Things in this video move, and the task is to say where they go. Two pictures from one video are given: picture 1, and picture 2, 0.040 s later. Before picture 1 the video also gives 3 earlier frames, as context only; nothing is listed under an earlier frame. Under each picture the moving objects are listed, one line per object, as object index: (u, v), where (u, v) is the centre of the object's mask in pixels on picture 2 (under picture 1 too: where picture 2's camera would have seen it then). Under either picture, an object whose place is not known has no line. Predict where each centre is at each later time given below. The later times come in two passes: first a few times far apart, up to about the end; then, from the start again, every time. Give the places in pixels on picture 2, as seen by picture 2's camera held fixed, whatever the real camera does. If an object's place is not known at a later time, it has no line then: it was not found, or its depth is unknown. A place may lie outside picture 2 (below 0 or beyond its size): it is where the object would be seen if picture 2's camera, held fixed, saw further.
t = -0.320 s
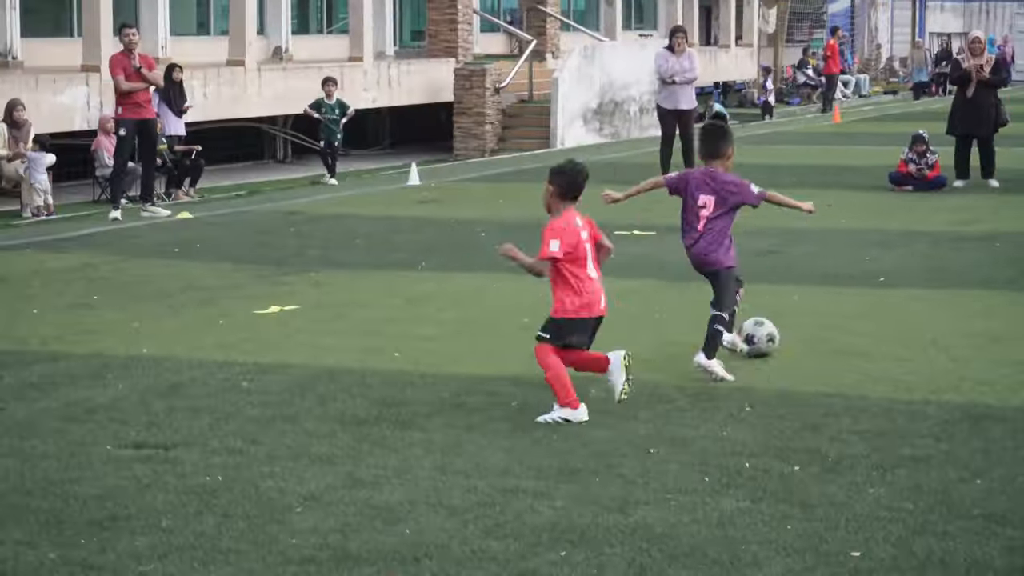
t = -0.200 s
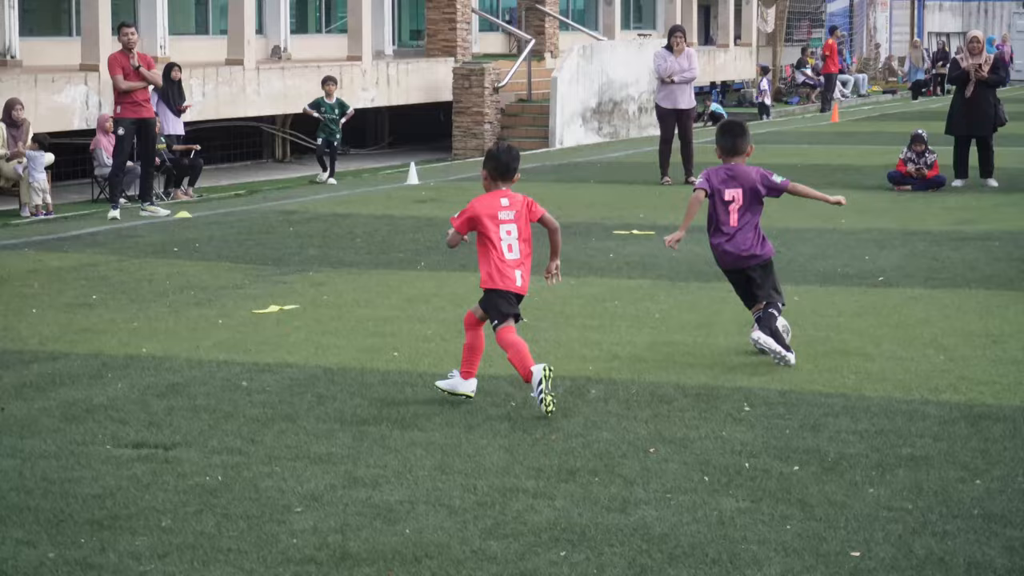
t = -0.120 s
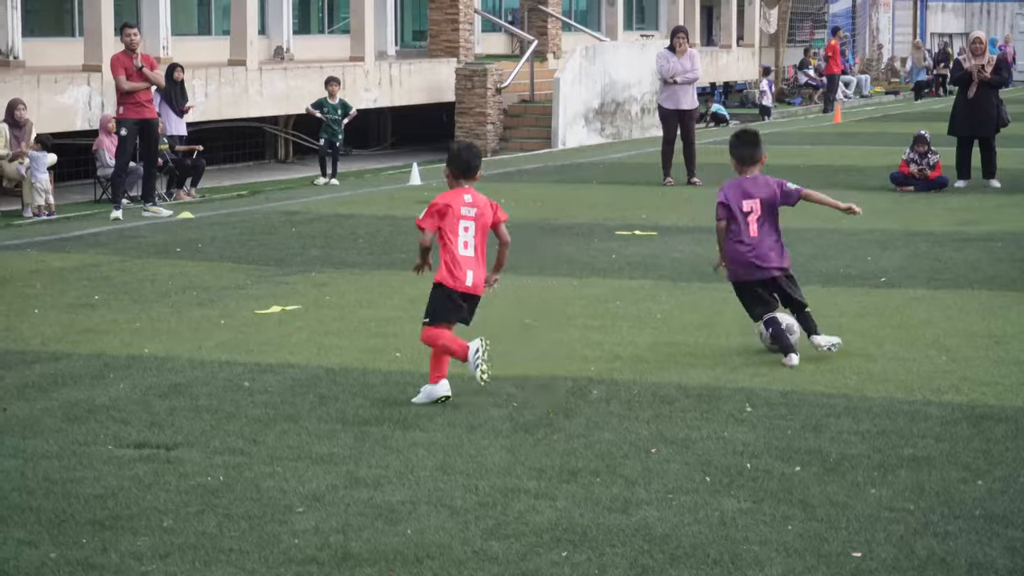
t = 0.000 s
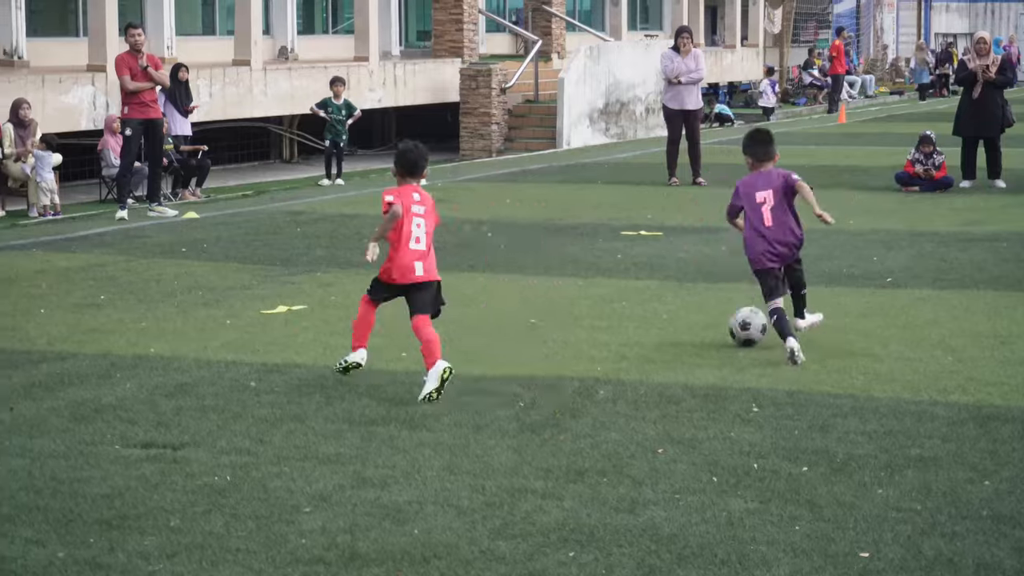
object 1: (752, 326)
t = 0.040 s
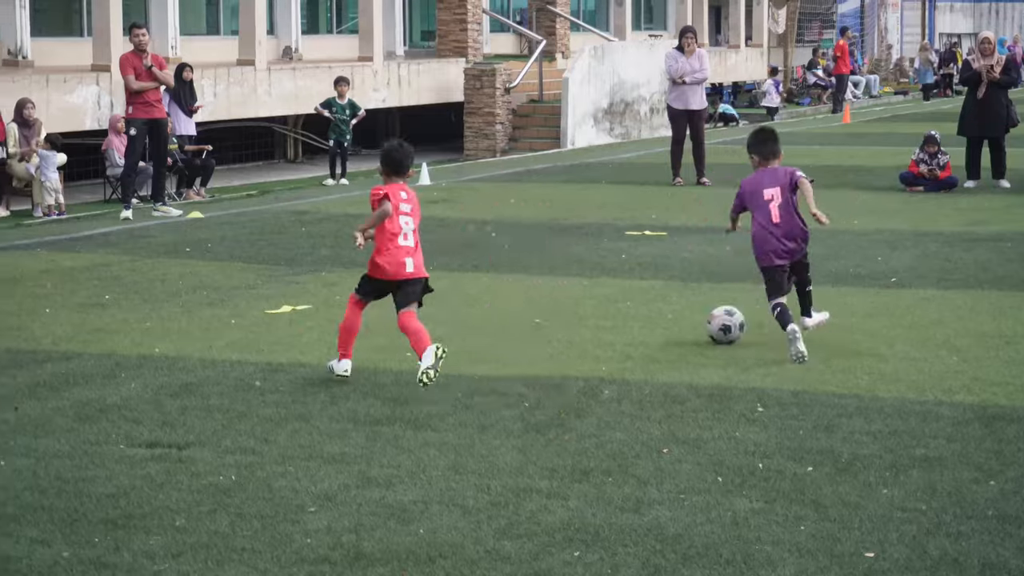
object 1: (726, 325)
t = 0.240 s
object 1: (618, 316)
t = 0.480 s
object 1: (514, 305)
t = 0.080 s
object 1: (702, 322)
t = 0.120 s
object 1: (679, 320)
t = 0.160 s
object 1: (657, 320)
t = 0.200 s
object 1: (638, 318)
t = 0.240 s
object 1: (618, 316)
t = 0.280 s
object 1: (600, 315)
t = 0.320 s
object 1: (582, 312)
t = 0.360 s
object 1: (564, 311)
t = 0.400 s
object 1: (547, 309)
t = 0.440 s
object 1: (530, 307)
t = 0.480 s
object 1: (514, 305)
